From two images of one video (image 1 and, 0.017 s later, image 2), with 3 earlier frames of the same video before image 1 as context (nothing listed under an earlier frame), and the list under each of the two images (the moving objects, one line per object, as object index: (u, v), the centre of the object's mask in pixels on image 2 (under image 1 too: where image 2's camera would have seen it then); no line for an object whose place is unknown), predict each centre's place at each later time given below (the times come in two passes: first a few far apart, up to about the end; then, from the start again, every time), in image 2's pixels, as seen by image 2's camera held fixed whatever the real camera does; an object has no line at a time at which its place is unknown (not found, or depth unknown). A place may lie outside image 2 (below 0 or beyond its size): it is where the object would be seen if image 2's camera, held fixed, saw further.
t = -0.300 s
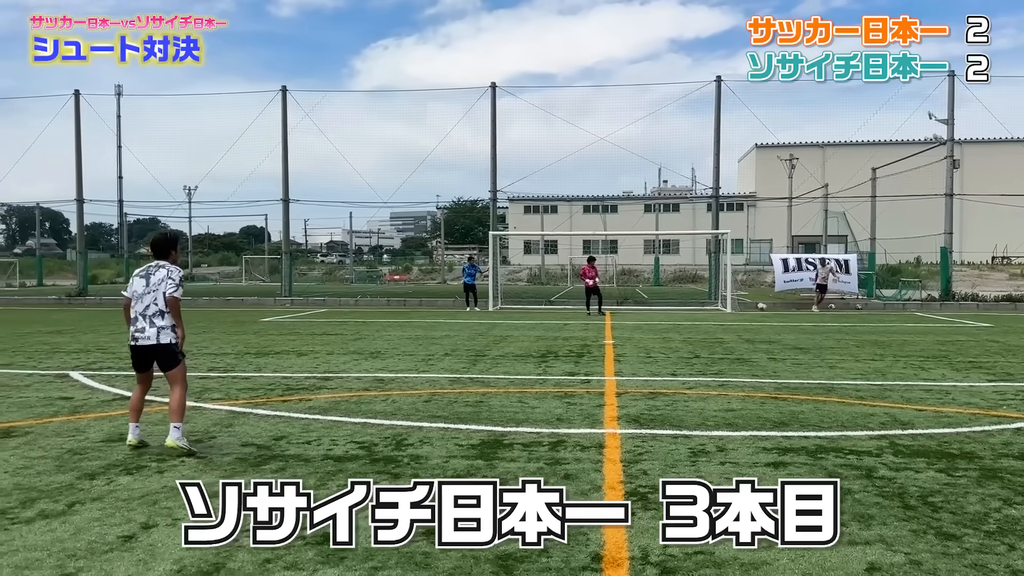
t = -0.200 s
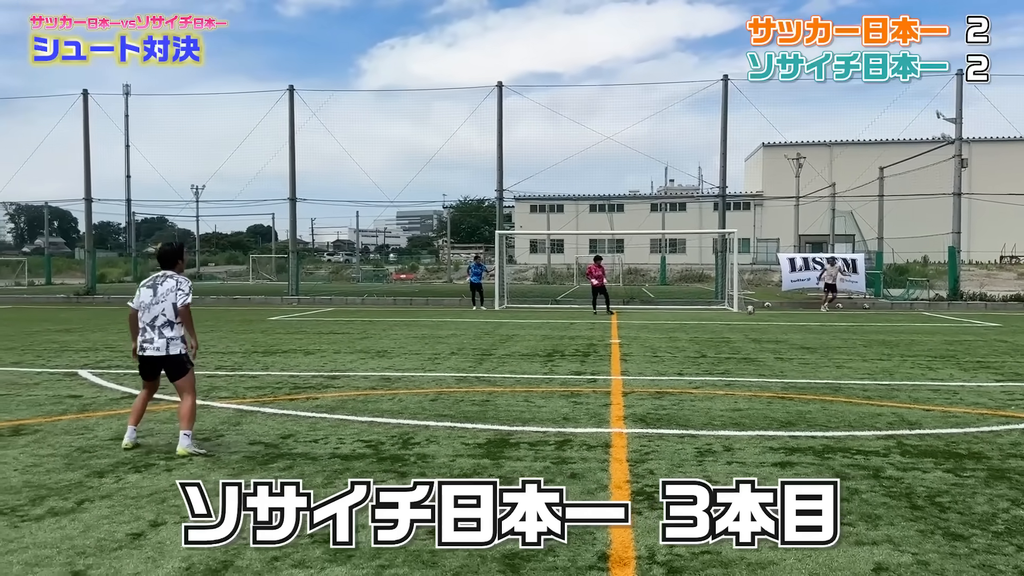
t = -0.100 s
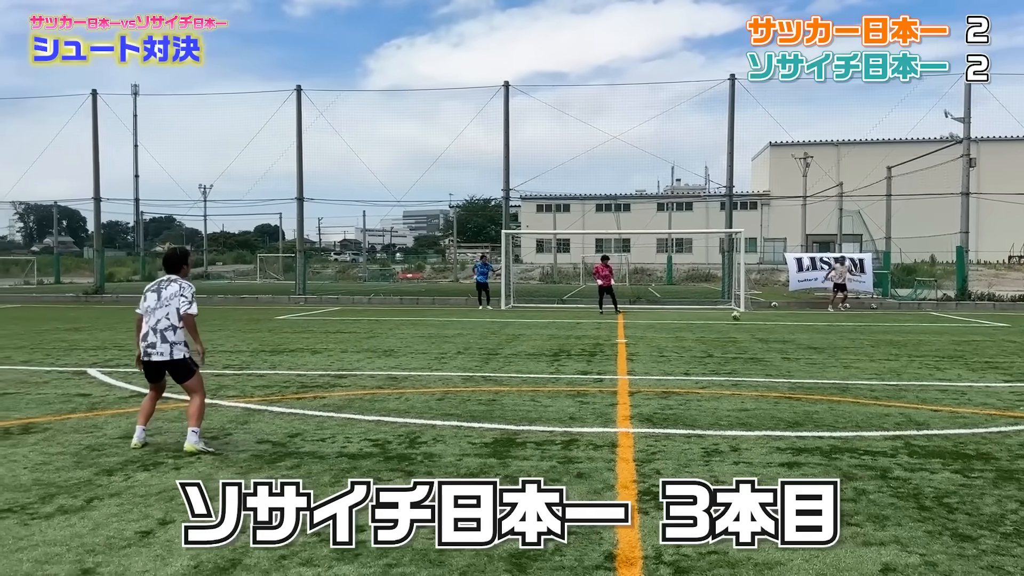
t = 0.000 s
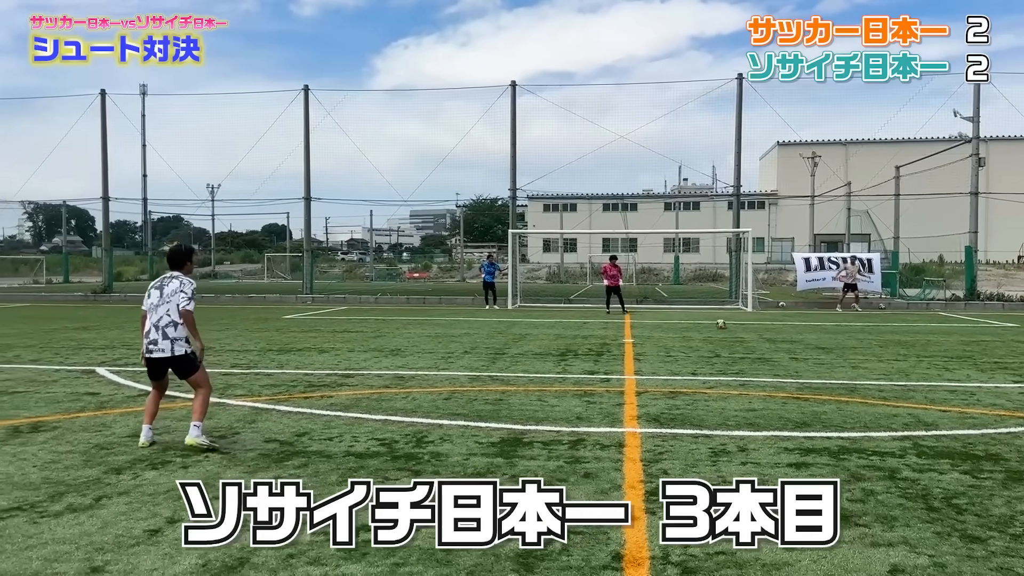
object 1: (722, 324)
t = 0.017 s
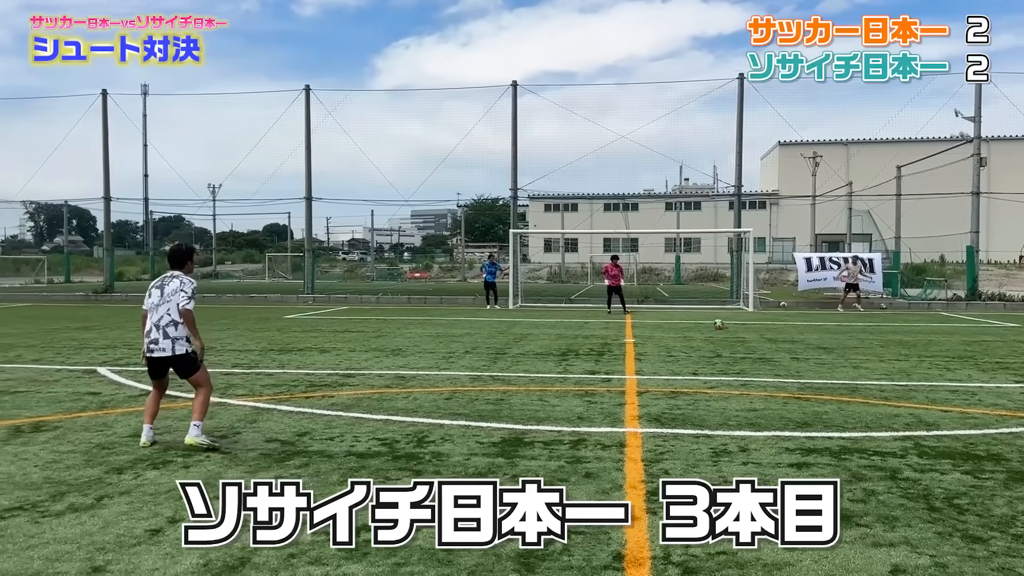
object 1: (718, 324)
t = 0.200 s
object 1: (673, 333)
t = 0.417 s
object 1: (613, 346)
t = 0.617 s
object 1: (550, 359)
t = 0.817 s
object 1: (480, 372)
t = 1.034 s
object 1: (392, 389)
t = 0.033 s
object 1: (714, 324)
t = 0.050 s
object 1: (710, 325)
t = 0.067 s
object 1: (706, 325)
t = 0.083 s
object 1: (702, 326)
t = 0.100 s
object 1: (699, 327)
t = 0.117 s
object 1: (695, 327)
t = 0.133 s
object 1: (690, 328)
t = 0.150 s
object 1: (686, 329)
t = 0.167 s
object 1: (682, 330)
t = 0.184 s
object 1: (678, 332)
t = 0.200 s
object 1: (673, 333)
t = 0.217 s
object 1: (669, 334)
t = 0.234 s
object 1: (665, 335)
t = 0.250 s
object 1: (660, 336)
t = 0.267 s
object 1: (656, 336)
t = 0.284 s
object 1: (652, 336)
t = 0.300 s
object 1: (647, 337)
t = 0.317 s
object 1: (642, 338)
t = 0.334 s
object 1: (637, 339)
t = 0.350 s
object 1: (634, 341)
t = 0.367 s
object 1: (628, 342)
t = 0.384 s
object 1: (623, 343)
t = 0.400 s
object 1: (619, 345)
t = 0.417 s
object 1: (613, 346)
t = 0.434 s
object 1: (609, 346)
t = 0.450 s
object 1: (604, 347)
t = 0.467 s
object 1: (599, 348)
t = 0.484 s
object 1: (594, 350)
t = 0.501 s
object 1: (589, 351)
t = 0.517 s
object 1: (583, 352)
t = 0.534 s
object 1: (577, 353)
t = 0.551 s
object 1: (572, 353)
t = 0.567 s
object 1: (567, 355)
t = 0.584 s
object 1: (562, 357)
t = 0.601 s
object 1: (557, 358)
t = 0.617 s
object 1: (550, 359)
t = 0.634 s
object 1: (545, 360)
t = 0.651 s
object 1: (540, 361)
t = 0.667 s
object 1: (534, 362)
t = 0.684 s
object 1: (528, 363)
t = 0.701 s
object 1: (523, 364)
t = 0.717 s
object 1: (516, 366)
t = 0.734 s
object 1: (510, 367)
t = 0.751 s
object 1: (505, 368)
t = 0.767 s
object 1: (498, 368)
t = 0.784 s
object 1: (493, 370)
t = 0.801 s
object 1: (487, 371)
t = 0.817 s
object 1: (480, 372)
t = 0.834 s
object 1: (475, 373)
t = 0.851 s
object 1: (468, 375)
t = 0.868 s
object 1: (463, 377)
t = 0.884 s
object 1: (455, 377)
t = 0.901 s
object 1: (449, 376)
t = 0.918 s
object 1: (442, 377)
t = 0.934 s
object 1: (435, 378)
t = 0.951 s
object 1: (429, 379)
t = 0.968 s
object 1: (422, 381)
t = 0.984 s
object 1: (414, 382)
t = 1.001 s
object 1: (407, 385)
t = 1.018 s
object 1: (399, 386)
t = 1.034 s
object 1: (392, 389)
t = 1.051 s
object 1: (384, 392)
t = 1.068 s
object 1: (377, 393)
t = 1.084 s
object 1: (369, 393)
